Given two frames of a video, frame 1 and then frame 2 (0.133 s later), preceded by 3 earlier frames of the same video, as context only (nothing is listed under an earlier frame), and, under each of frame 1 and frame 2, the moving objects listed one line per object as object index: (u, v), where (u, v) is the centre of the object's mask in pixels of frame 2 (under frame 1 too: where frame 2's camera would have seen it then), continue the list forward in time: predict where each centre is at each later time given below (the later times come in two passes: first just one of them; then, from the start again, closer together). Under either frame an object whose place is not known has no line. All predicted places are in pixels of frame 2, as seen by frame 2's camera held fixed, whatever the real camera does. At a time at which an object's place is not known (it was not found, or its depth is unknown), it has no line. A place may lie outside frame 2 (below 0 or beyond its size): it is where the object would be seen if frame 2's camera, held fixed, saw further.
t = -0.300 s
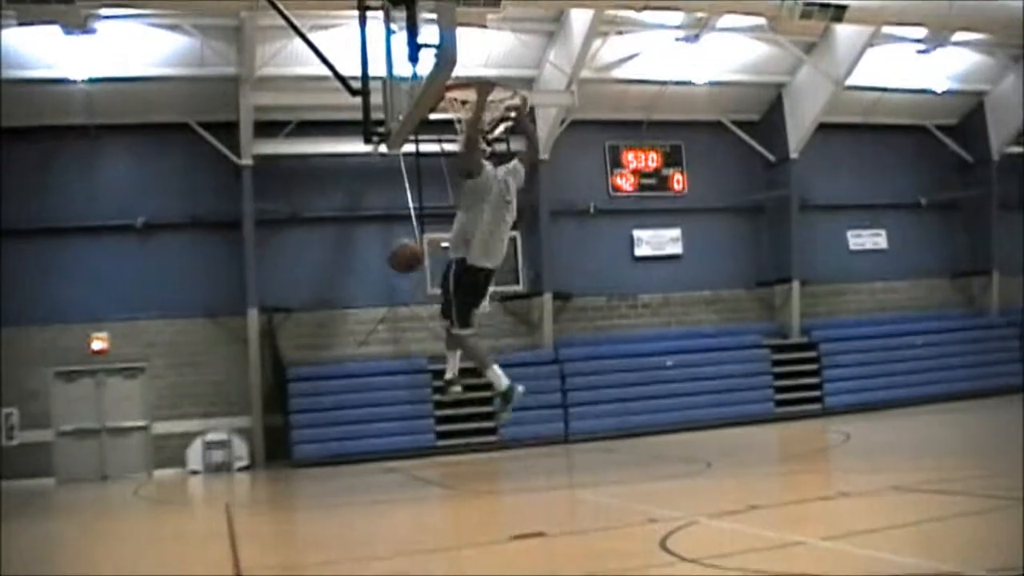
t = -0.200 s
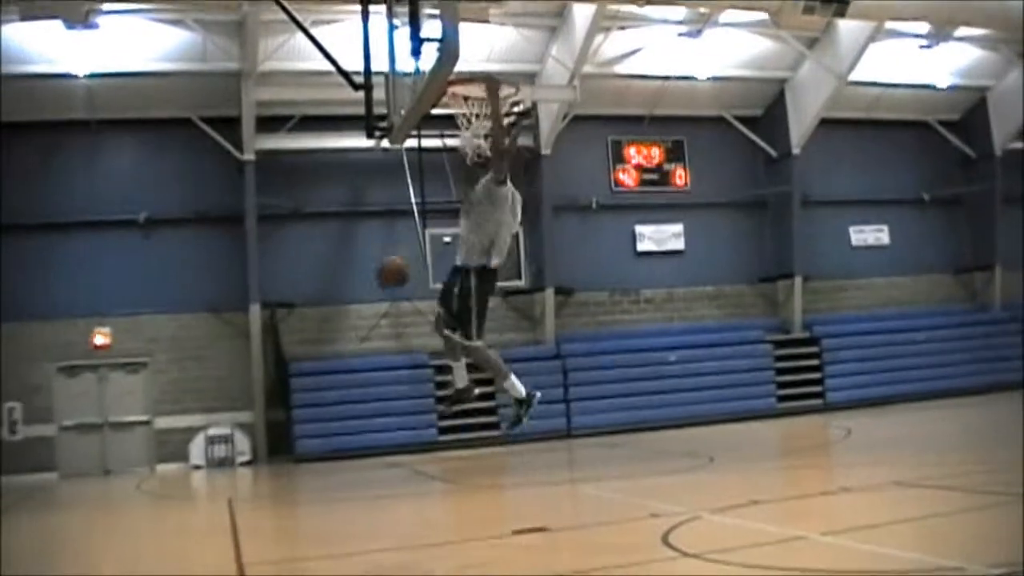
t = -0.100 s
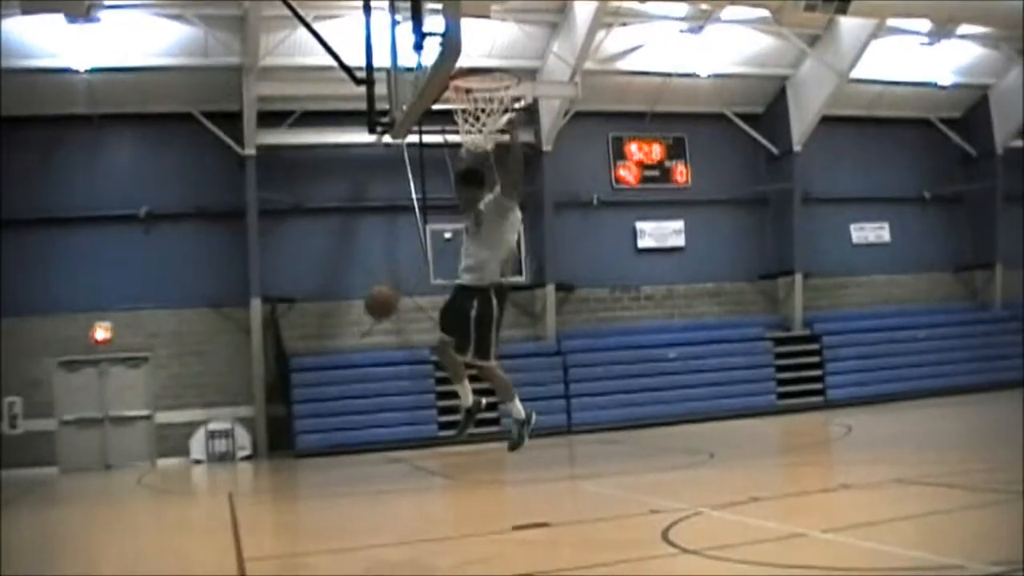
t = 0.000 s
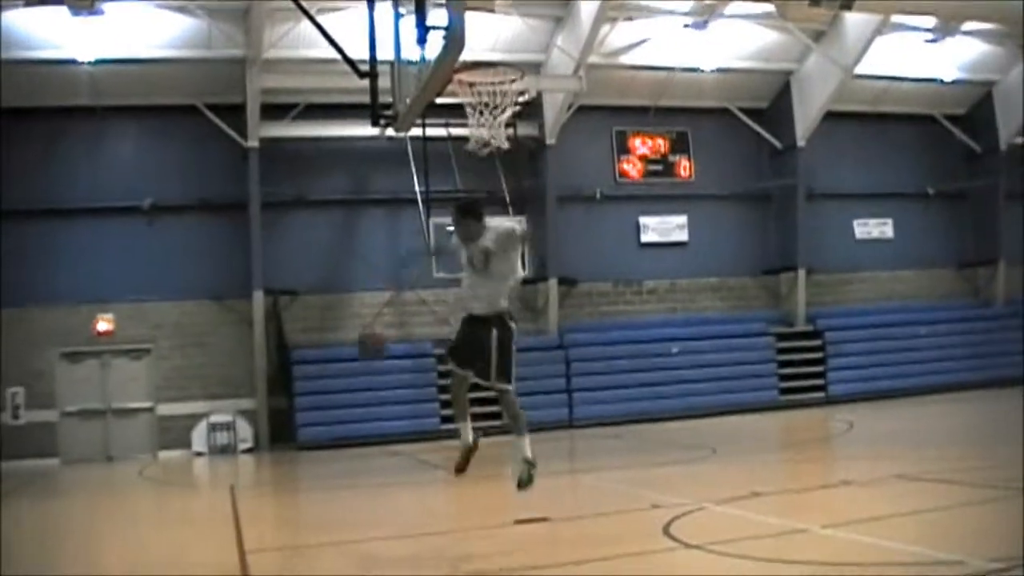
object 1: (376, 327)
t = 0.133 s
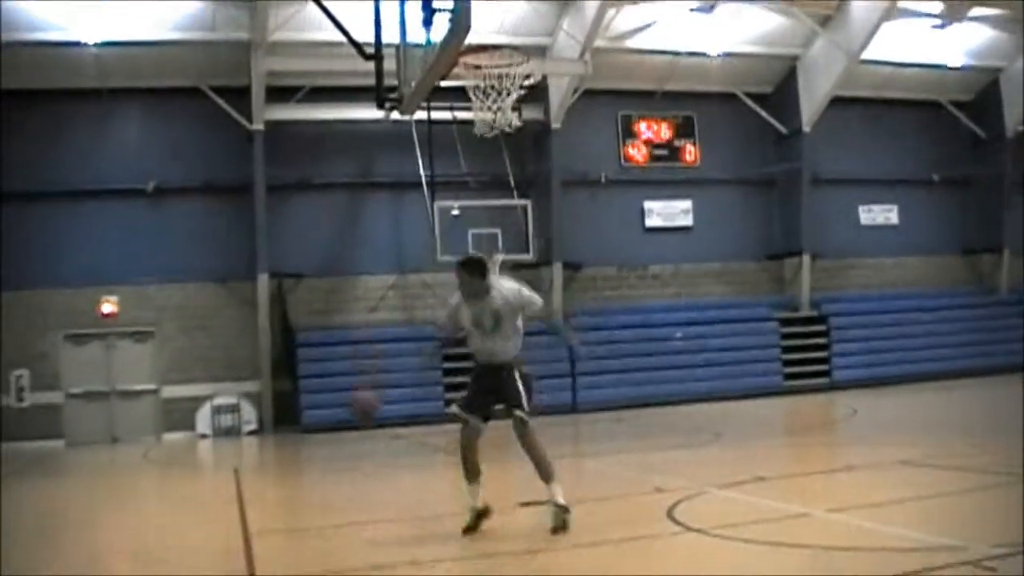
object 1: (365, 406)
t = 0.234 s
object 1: (354, 486)
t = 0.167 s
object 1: (361, 432)
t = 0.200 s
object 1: (357, 459)
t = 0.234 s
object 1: (354, 486)
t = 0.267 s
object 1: (352, 513)
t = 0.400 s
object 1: (331, 440)
